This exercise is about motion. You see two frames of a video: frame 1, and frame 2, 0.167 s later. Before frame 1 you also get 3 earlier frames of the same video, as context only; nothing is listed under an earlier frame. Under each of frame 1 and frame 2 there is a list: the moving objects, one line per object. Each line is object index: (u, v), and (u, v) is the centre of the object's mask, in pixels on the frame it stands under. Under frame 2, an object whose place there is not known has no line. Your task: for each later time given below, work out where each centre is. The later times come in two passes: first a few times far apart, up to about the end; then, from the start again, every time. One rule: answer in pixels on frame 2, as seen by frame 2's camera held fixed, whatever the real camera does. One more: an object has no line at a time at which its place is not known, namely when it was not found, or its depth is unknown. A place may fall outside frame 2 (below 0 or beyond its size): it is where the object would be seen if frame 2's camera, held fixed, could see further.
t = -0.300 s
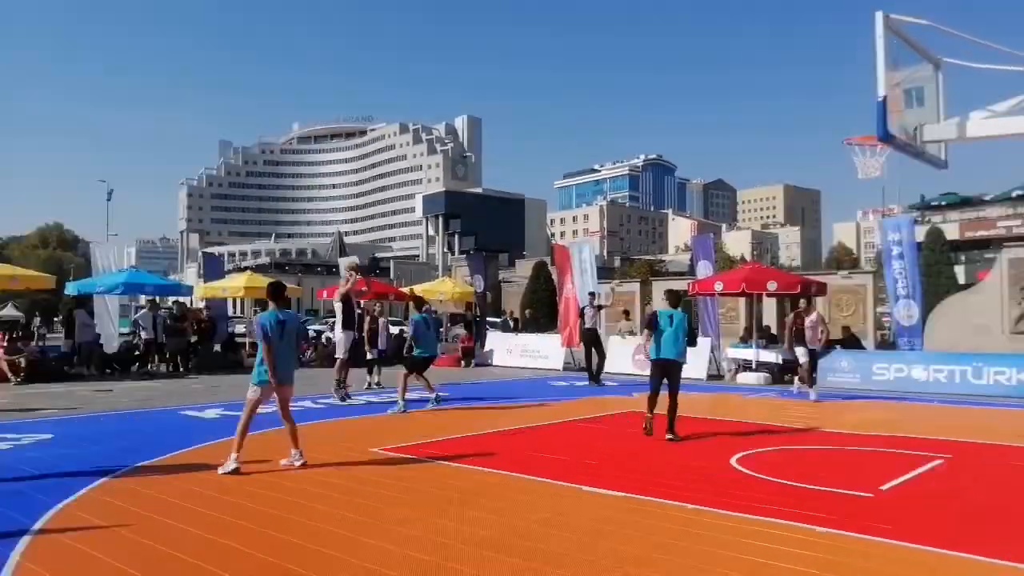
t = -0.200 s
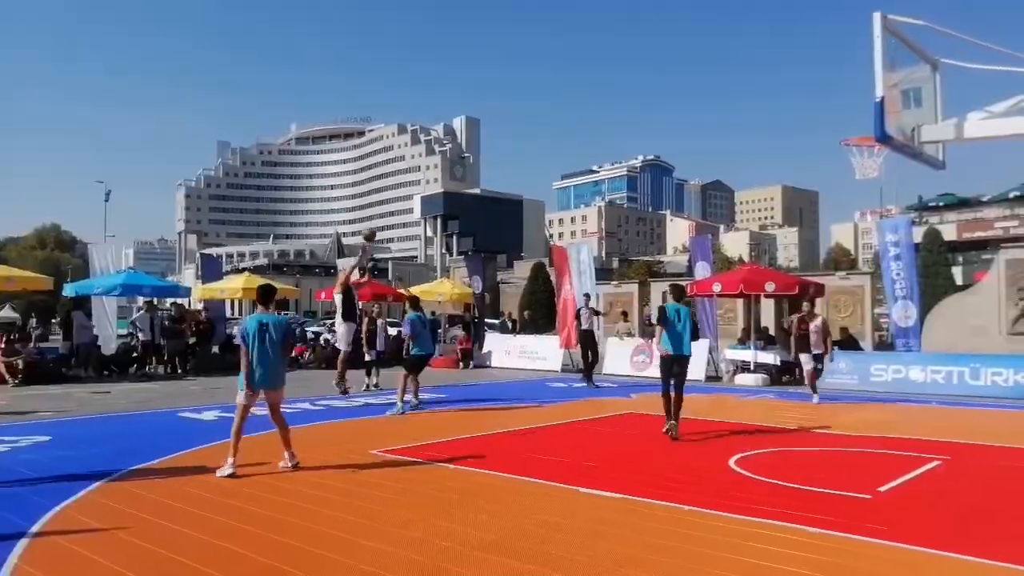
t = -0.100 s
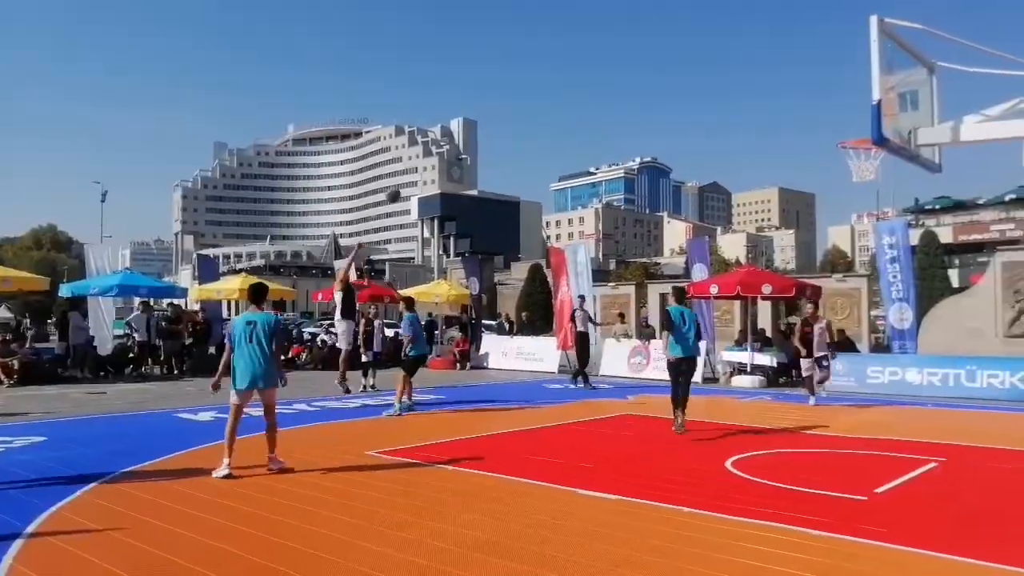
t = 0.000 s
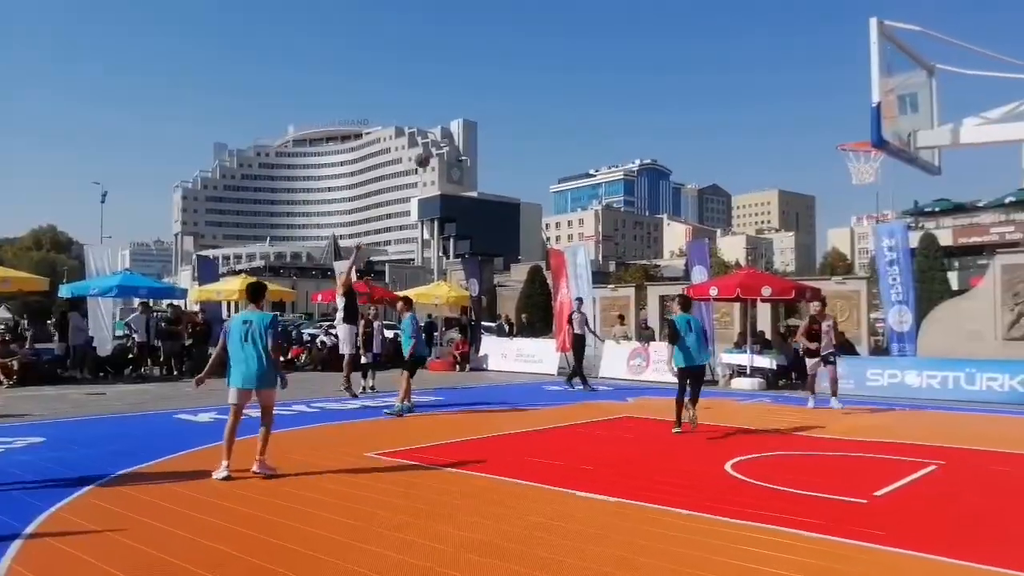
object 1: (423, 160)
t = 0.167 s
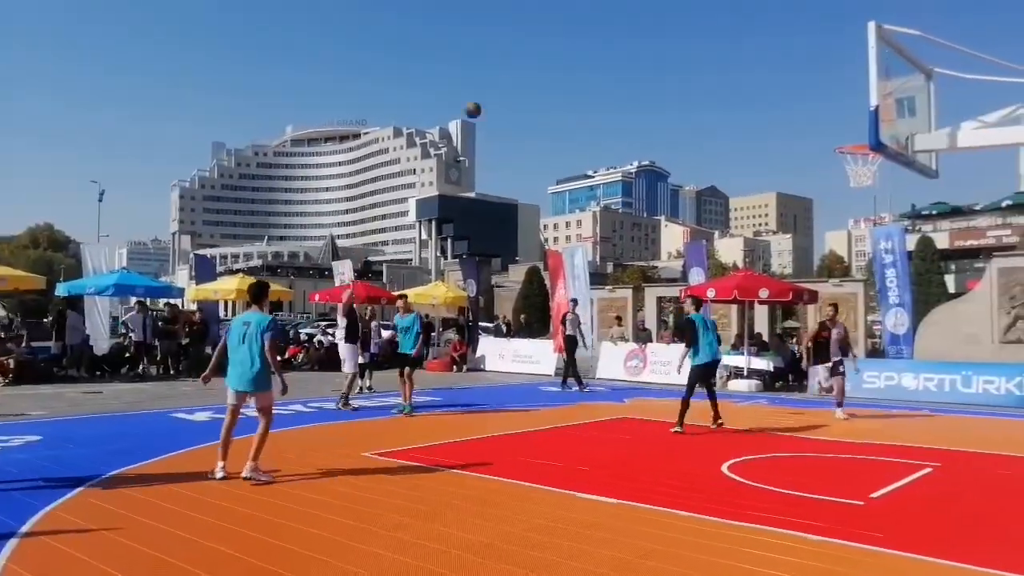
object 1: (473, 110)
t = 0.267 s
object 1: (507, 85)
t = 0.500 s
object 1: (597, 52)
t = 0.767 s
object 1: (721, 62)
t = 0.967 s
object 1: (835, 119)
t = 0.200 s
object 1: (484, 101)
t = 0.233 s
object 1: (496, 93)
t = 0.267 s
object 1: (507, 85)
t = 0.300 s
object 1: (519, 79)
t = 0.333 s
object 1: (531, 72)
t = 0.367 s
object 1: (543, 67)
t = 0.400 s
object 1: (556, 62)
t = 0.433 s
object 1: (569, 59)
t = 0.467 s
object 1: (583, 55)
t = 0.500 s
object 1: (597, 52)
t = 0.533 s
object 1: (611, 50)
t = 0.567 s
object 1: (625, 49)
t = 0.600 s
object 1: (640, 49)
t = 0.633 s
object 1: (656, 50)
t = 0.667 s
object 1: (672, 51)
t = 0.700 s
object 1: (688, 54)
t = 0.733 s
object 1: (705, 57)
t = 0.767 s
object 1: (721, 62)
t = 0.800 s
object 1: (738, 69)
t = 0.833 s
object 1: (757, 77)
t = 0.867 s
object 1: (776, 85)
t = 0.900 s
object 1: (795, 95)
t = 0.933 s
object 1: (814, 106)
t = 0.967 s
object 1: (835, 119)
